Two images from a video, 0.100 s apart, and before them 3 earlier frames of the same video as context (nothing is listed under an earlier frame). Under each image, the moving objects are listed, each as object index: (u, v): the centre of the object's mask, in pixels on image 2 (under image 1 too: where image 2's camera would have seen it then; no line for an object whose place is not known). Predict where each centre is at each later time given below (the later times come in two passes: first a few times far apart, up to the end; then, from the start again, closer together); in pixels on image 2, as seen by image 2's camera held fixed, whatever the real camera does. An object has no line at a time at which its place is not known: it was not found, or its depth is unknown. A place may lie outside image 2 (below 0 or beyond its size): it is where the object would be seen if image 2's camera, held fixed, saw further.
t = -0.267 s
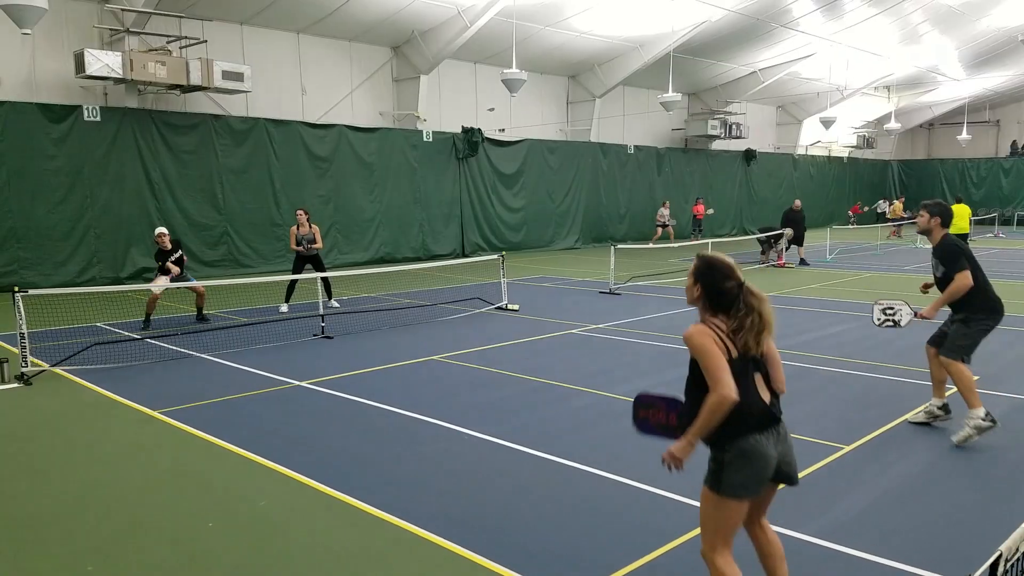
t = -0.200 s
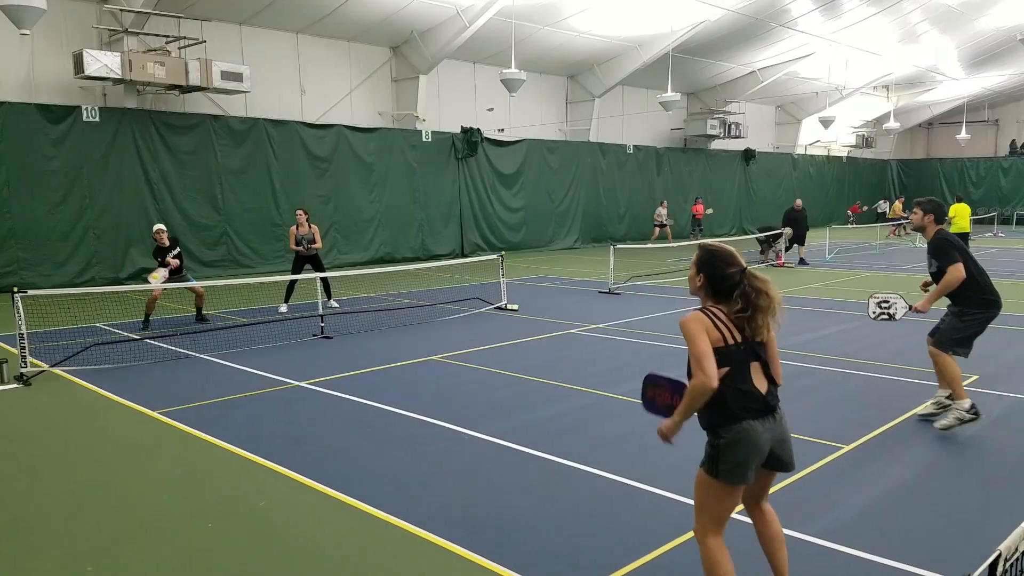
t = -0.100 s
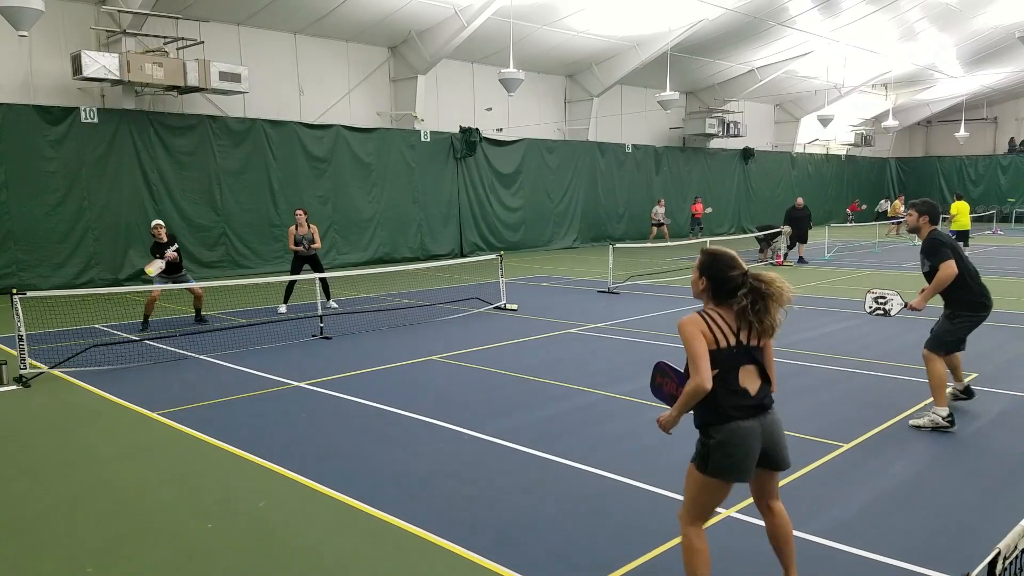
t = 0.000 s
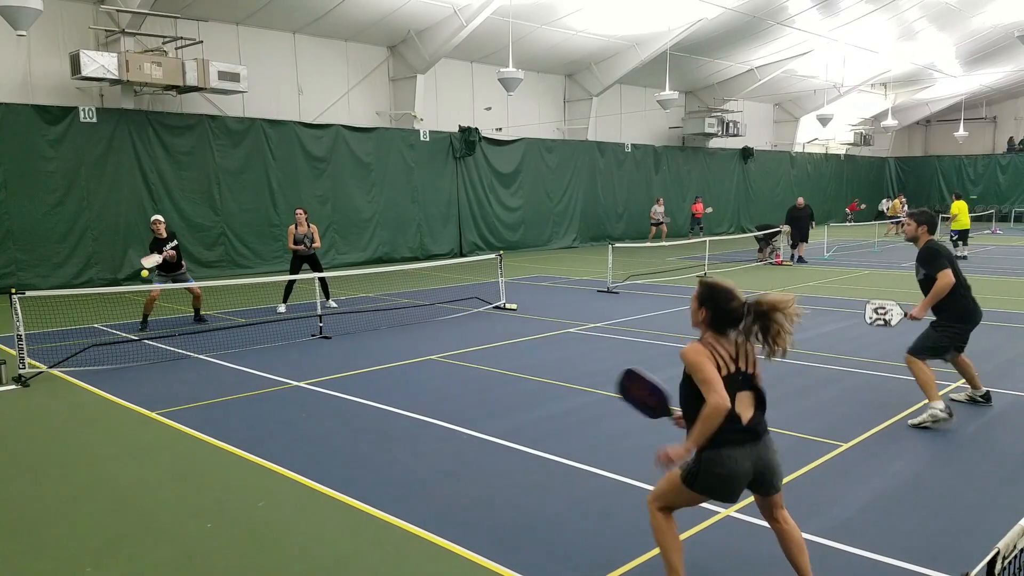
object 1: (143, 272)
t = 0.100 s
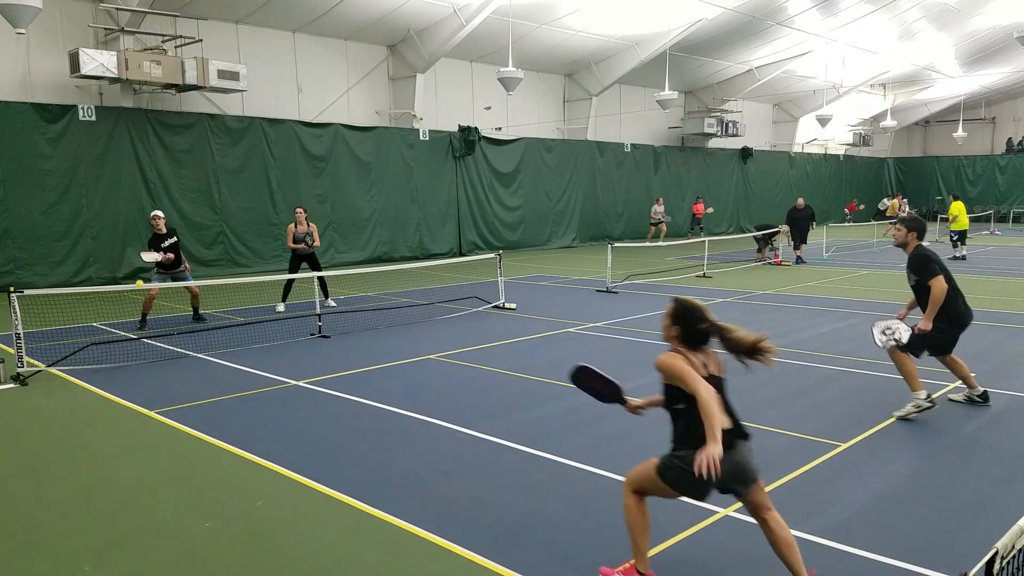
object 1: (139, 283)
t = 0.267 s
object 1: (132, 328)
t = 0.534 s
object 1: (121, 366)
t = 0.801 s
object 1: (109, 382)
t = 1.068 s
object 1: (94, 436)
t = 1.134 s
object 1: (87, 439)
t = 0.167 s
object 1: (136, 298)
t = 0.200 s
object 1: (135, 307)
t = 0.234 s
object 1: (134, 317)
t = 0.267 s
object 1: (132, 328)
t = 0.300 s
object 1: (131, 342)
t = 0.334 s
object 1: (130, 356)
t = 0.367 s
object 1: (129, 373)
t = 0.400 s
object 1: (127, 387)
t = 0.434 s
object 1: (125, 381)
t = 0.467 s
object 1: (124, 375)
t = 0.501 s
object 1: (122, 370)
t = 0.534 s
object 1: (121, 366)
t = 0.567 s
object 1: (119, 363)
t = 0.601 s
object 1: (117, 362)
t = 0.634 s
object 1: (115, 362)
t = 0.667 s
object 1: (113, 363)
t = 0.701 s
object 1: (112, 366)
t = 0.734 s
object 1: (111, 370)
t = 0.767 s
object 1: (110, 375)
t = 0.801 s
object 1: (109, 382)
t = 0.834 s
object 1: (108, 390)
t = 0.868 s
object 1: (106, 403)
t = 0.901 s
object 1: (105, 414)
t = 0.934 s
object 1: (104, 429)
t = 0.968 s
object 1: (103, 442)
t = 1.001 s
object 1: (100, 439)
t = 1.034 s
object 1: (97, 437)
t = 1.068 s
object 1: (94, 436)
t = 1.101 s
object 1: (91, 437)
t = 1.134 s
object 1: (87, 439)
